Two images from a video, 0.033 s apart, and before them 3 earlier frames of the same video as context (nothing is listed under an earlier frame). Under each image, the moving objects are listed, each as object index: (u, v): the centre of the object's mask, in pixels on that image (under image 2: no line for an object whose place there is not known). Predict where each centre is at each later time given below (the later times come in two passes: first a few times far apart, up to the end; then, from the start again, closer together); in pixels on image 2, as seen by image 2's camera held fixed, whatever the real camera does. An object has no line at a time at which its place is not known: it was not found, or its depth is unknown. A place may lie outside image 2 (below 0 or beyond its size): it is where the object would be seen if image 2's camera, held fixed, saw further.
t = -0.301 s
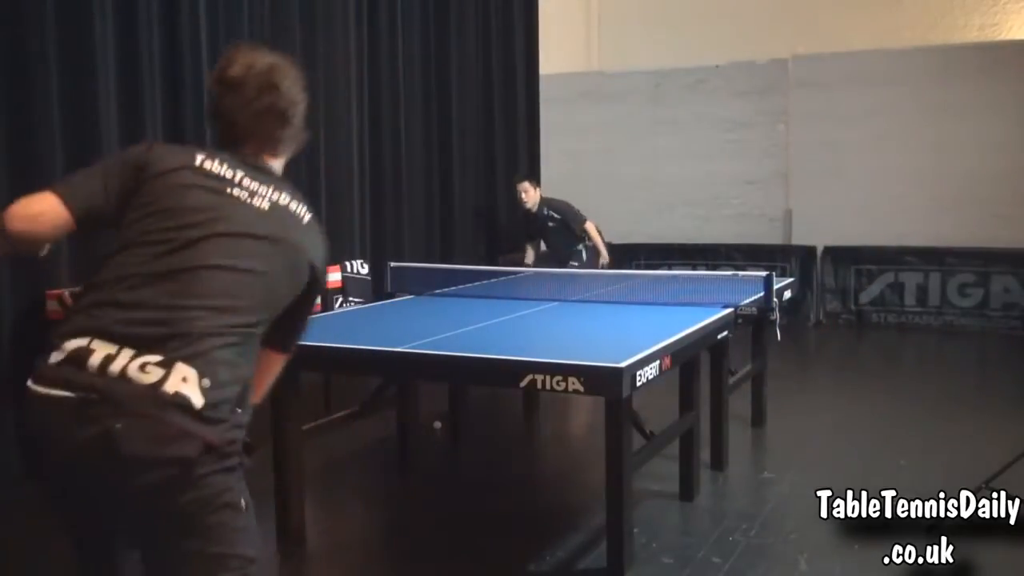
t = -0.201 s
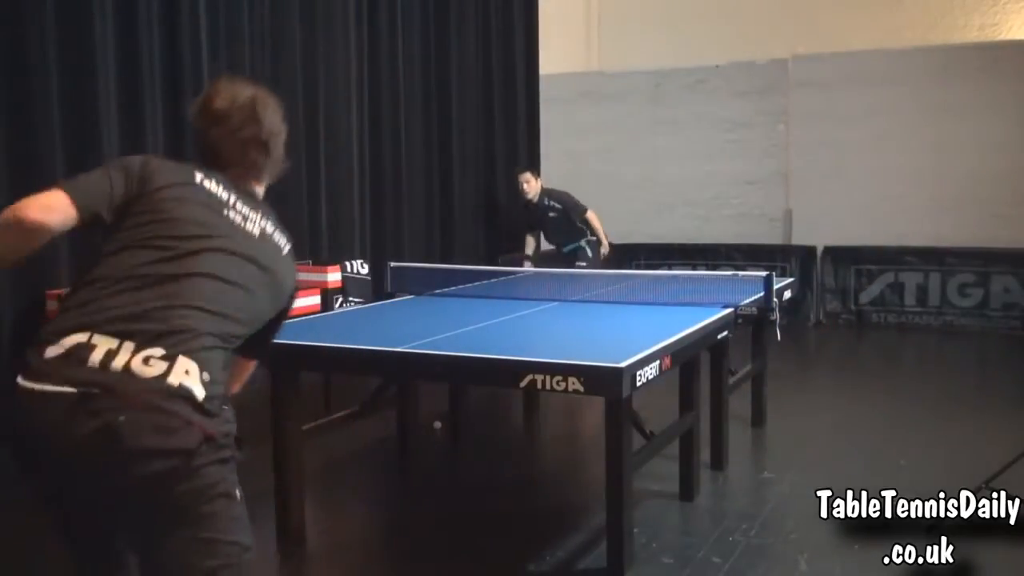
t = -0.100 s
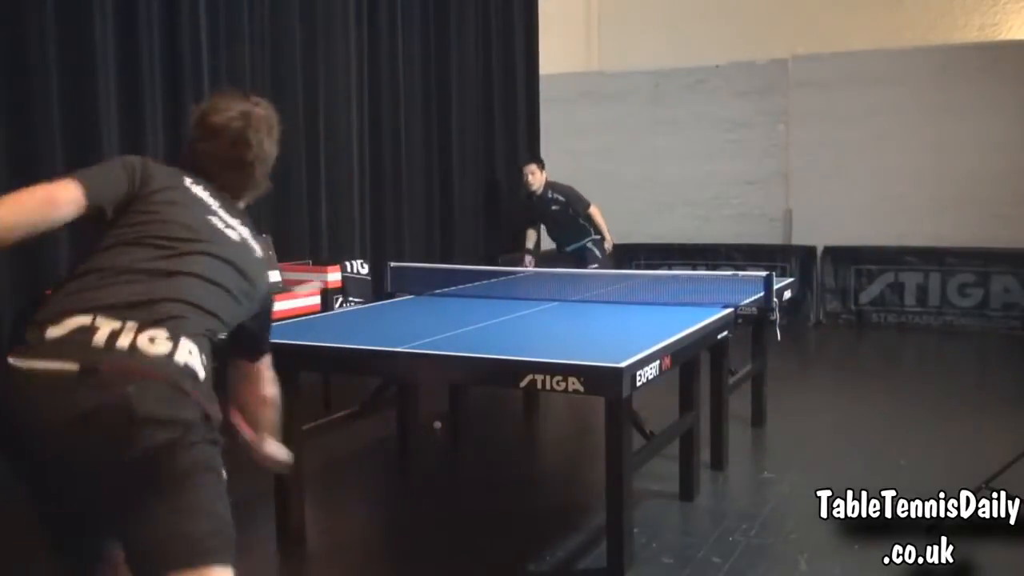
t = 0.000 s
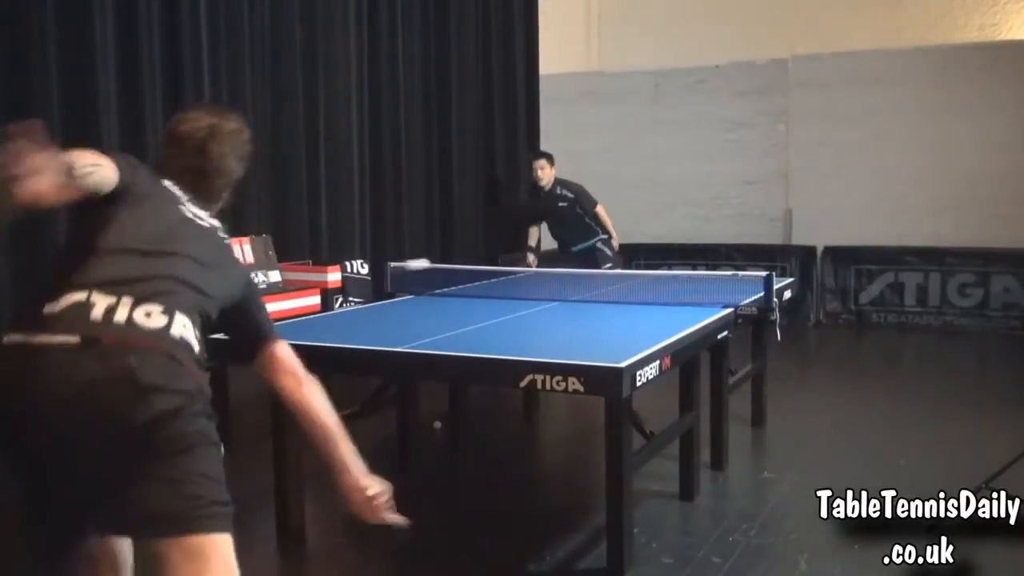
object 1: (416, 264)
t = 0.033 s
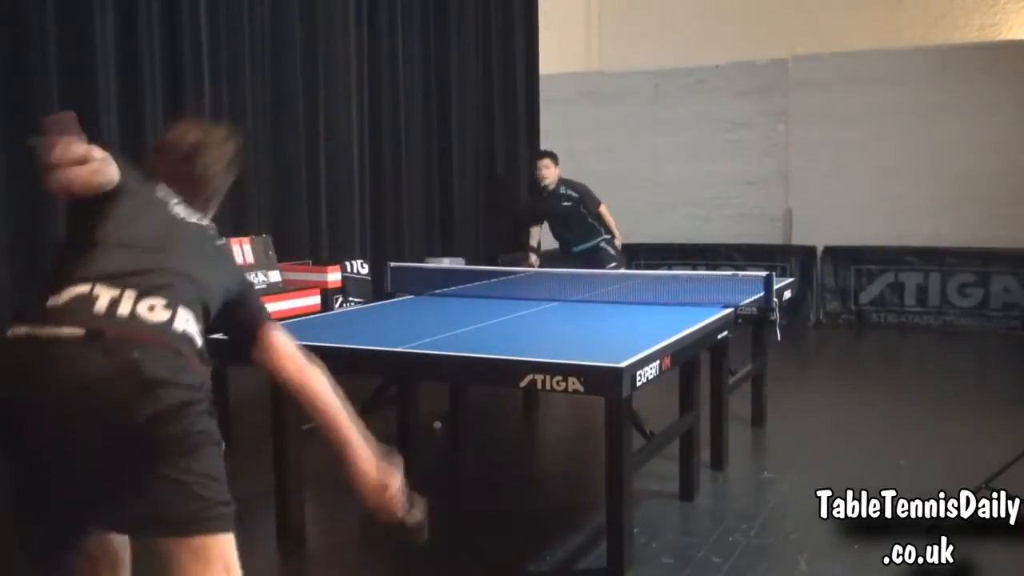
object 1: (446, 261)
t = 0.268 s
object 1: (569, 295)
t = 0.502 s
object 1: (581, 300)
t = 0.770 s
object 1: (605, 308)
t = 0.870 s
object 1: (615, 312)
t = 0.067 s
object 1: (470, 262)
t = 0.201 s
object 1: (567, 289)
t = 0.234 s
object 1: (568, 296)
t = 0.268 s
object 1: (569, 295)
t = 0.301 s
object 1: (570, 294)
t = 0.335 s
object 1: (572, 295)
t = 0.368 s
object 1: (573, 298)
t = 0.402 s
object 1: (575, 297)
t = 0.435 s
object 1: (577, 296)
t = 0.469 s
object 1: (579, 298)
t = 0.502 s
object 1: (581, 300)
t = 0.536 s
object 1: (584, 300)
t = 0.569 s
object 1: (586, 300)
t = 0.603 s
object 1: (589, 304)
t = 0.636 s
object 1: (592, 304)
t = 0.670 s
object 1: (593, 304)
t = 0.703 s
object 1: (598, 307)
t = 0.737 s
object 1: (602, 307)
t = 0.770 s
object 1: (605, 308)
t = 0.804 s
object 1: (608, 311)
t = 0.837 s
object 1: (611, 311)
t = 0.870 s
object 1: (615, 312)
